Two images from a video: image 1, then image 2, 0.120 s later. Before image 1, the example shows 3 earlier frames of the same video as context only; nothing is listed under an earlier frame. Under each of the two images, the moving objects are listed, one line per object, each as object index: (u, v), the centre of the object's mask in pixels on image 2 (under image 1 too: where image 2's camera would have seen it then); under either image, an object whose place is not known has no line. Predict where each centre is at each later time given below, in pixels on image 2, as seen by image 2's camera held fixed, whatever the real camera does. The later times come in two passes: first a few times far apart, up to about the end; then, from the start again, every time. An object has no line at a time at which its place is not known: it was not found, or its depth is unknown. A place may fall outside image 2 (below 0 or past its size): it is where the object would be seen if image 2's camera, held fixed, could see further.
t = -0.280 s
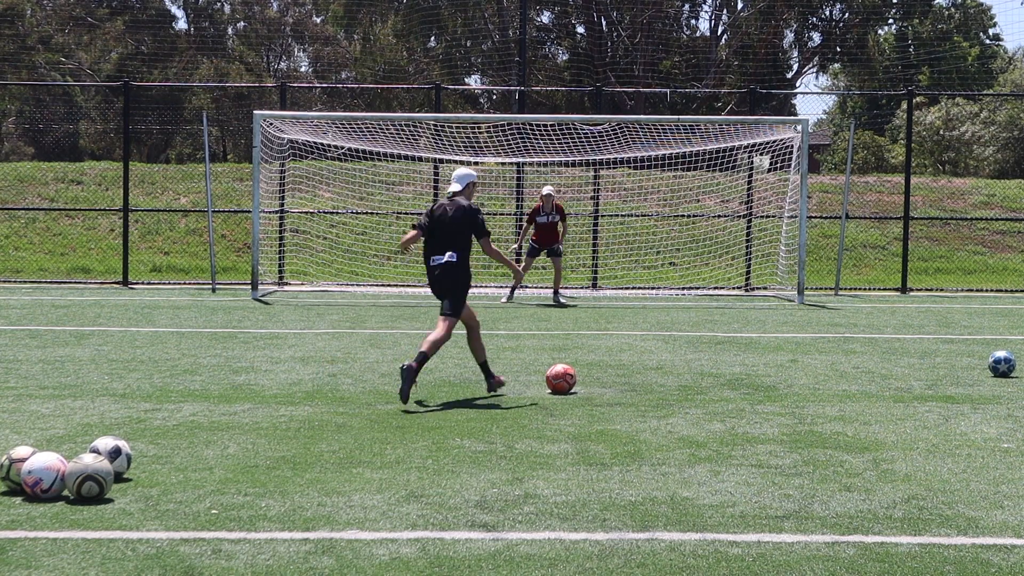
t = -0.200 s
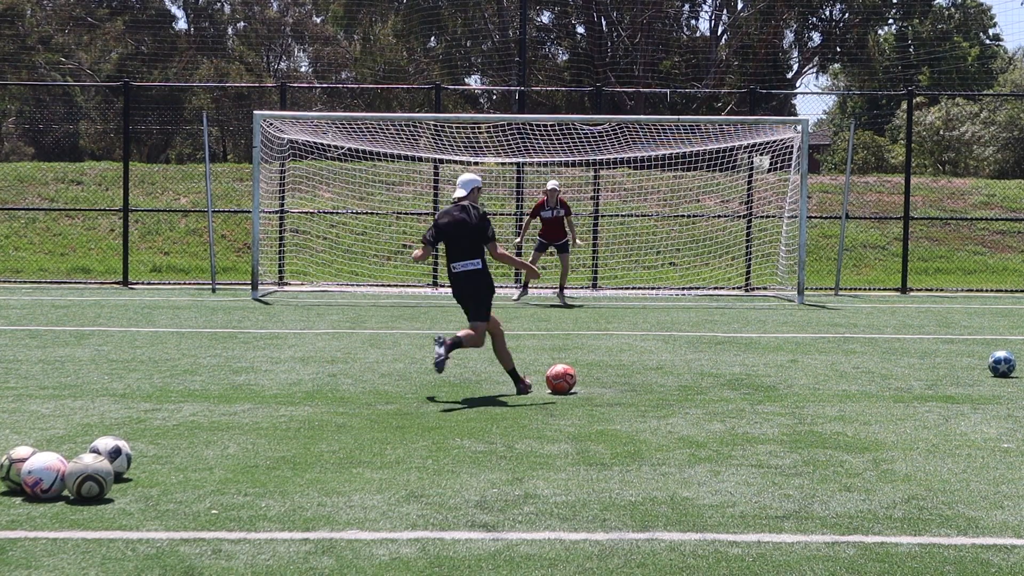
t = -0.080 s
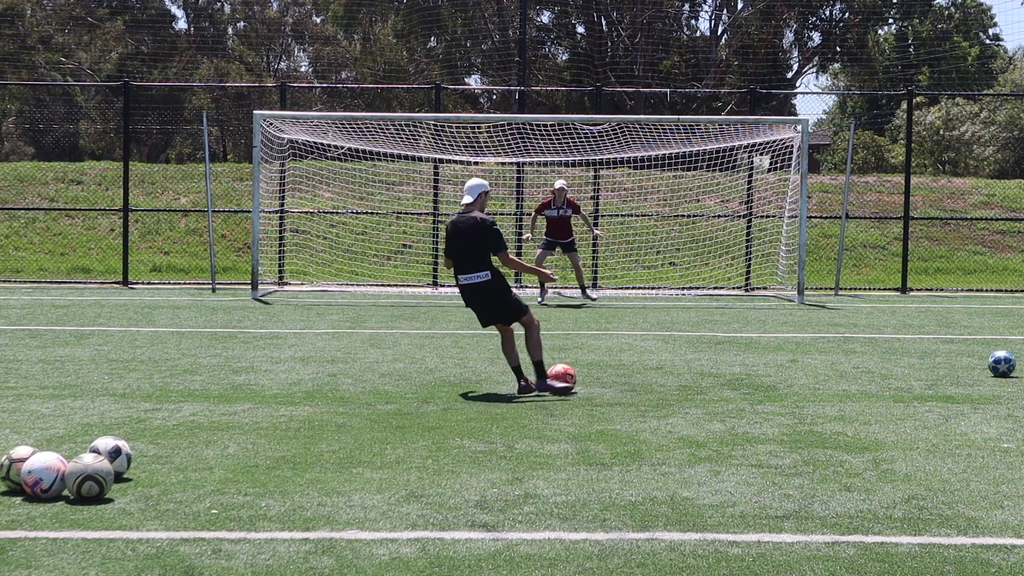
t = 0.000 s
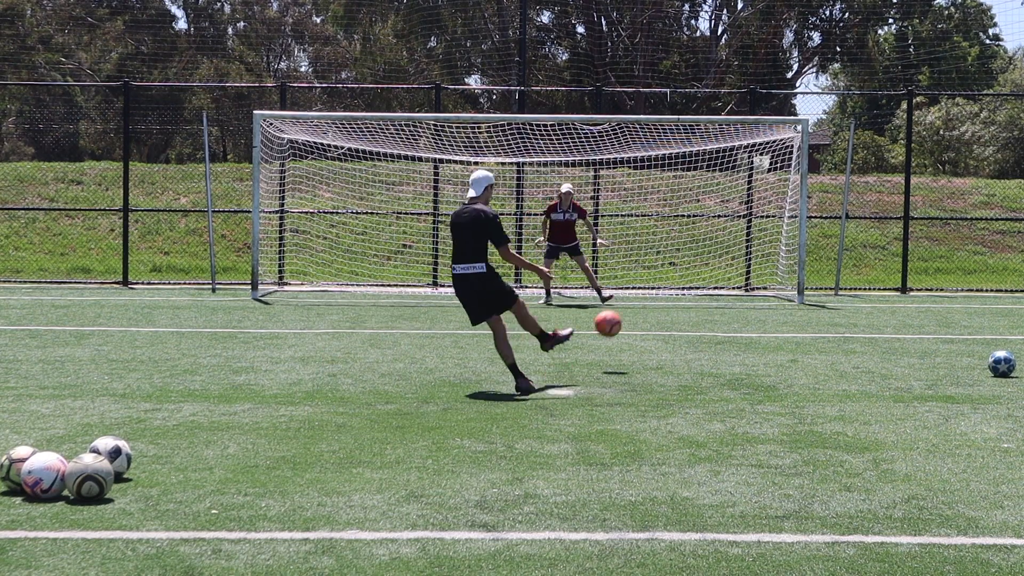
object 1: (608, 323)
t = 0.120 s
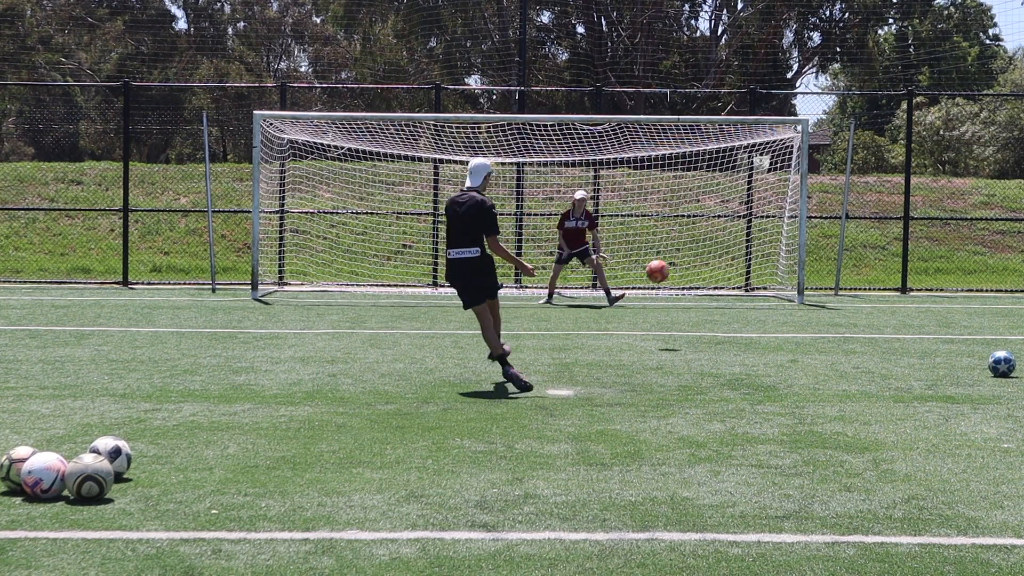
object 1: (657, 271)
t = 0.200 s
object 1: (679, 255)
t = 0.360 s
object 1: (704, 248)
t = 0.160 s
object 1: (669, 261)
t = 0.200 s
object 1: (679, 255)
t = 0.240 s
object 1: (688, 250)
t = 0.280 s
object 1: (694, 248)
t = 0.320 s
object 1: (700, 248)
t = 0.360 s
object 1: (704, 248)
